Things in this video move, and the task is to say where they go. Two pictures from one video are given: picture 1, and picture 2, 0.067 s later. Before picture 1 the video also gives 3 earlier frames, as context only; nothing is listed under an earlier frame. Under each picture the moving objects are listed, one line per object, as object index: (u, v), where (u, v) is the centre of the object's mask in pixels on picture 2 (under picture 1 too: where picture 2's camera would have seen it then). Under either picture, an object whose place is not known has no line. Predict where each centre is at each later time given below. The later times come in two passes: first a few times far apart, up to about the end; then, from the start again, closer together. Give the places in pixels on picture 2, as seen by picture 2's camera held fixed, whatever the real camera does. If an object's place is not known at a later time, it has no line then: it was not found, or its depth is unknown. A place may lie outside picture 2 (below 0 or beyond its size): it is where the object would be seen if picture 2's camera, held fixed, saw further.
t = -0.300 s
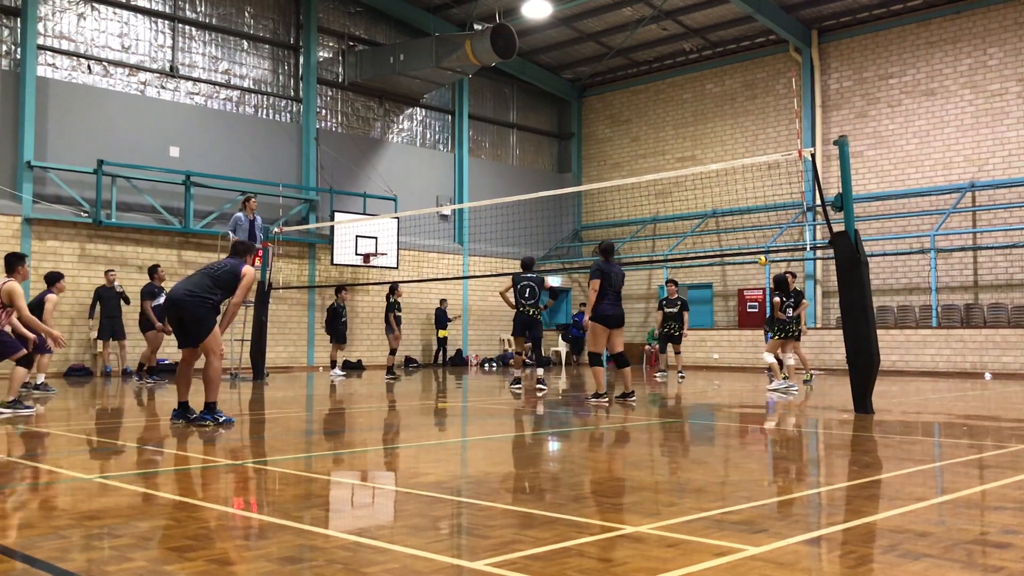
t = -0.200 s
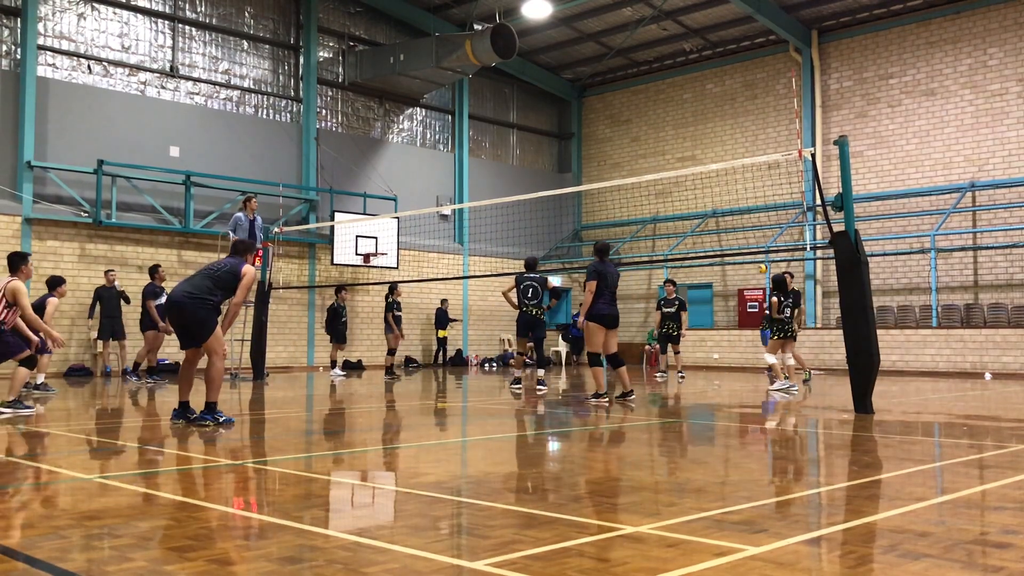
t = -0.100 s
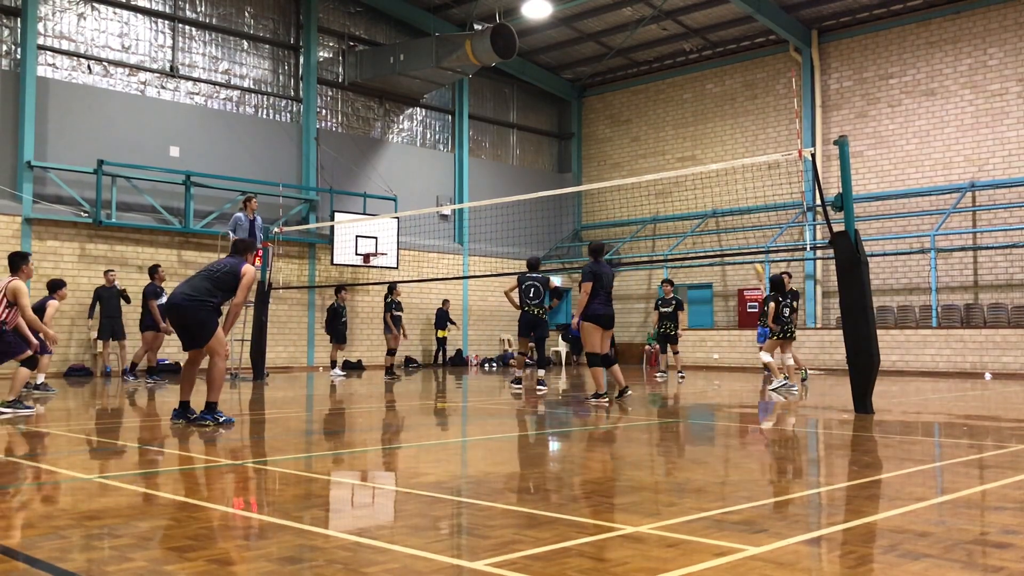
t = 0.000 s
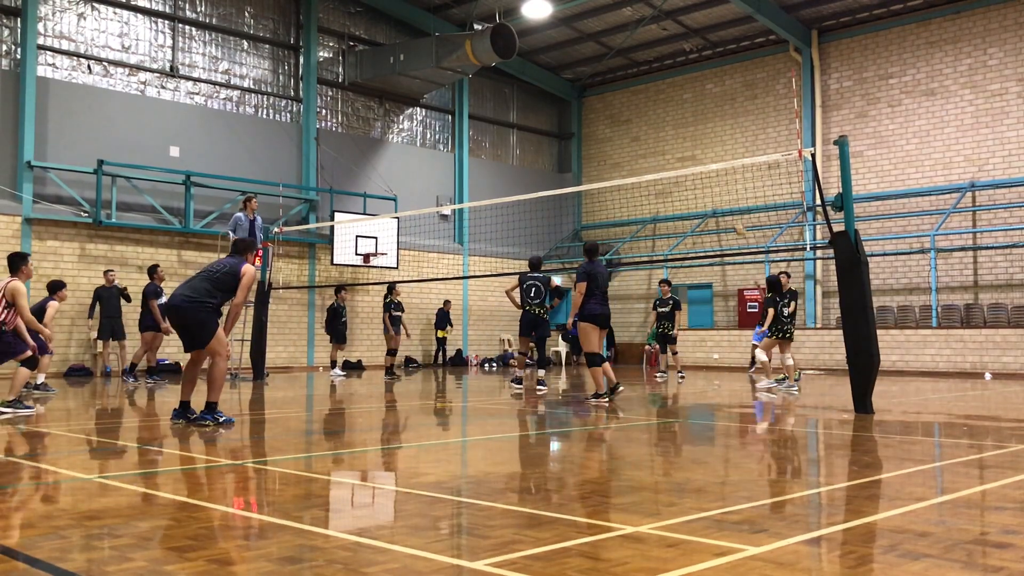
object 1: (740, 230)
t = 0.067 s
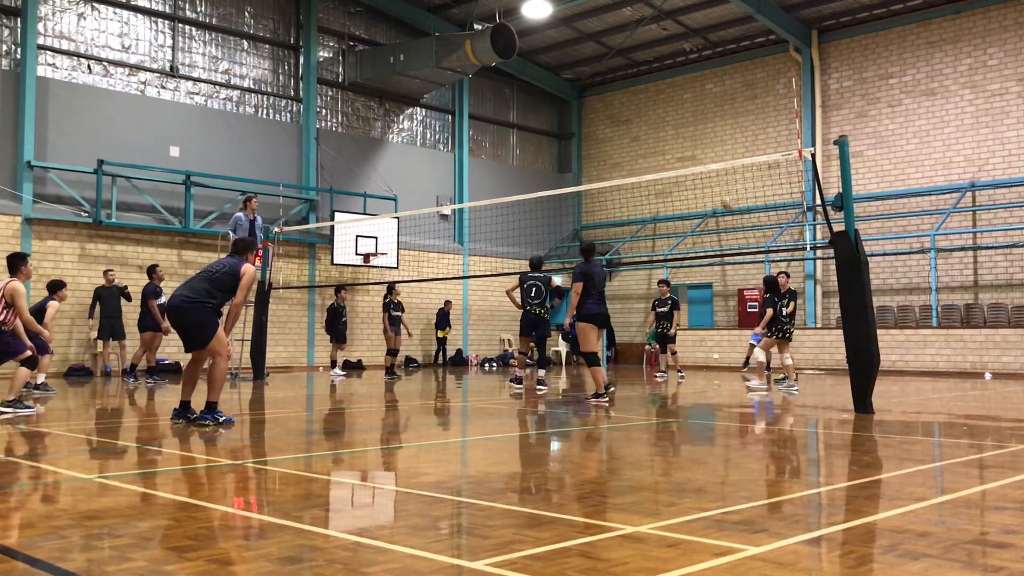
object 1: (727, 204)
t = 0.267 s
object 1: (689, 141)
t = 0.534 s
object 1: (635, 83)
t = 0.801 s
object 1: (573, 65)
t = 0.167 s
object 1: (708, 173)
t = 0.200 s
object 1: (702, 160)
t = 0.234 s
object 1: (696, 150)
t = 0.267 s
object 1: (689, 141)
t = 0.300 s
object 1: (683, 131)
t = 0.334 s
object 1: (676, 122)
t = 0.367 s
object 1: (669, 114)
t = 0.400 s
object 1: (662, 107)
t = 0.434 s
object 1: (656, 100)
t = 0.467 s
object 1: (649, 94)
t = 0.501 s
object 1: (641, 88)
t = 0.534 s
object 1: (635, 83)
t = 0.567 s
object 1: (627, 79)
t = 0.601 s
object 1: (620, 75)
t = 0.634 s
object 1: (612, 68)
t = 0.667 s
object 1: (606, 63)
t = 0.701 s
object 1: (598, 66)
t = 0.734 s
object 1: (590, 65)
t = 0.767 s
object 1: (581, 65)
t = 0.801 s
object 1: (573, 65)
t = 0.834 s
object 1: (565, 67)
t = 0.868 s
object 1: (556, 68)
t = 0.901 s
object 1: (547, 72)
